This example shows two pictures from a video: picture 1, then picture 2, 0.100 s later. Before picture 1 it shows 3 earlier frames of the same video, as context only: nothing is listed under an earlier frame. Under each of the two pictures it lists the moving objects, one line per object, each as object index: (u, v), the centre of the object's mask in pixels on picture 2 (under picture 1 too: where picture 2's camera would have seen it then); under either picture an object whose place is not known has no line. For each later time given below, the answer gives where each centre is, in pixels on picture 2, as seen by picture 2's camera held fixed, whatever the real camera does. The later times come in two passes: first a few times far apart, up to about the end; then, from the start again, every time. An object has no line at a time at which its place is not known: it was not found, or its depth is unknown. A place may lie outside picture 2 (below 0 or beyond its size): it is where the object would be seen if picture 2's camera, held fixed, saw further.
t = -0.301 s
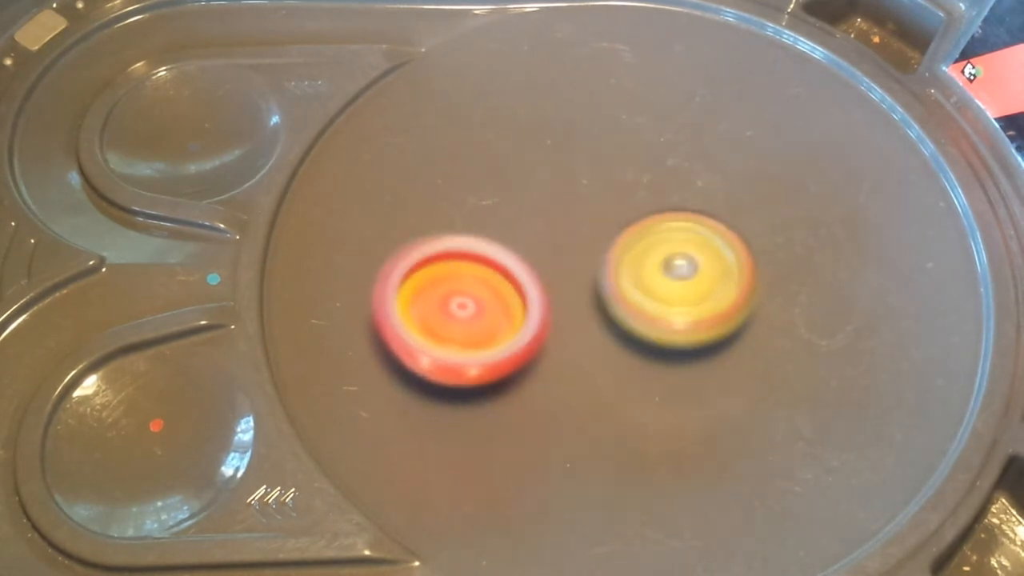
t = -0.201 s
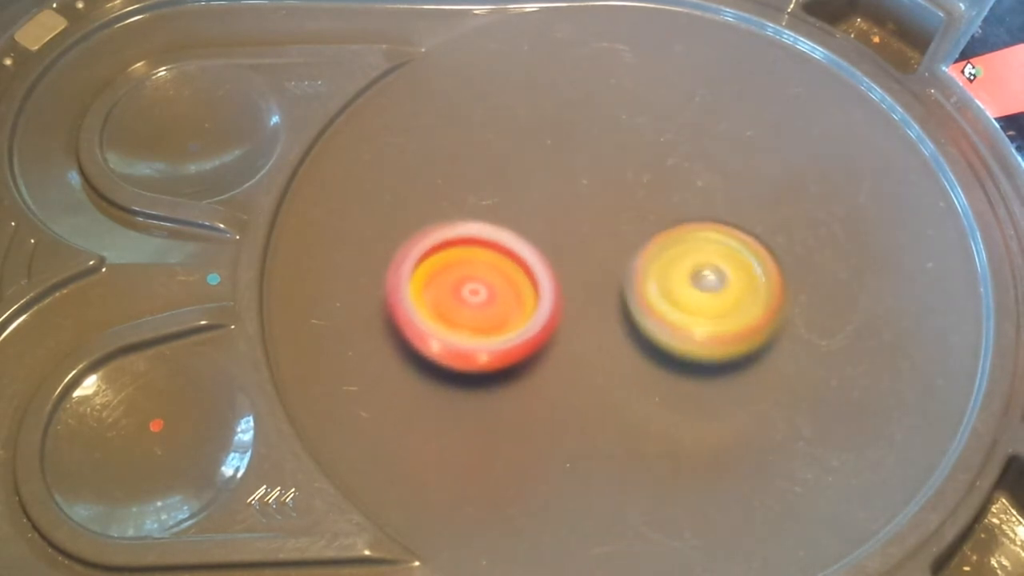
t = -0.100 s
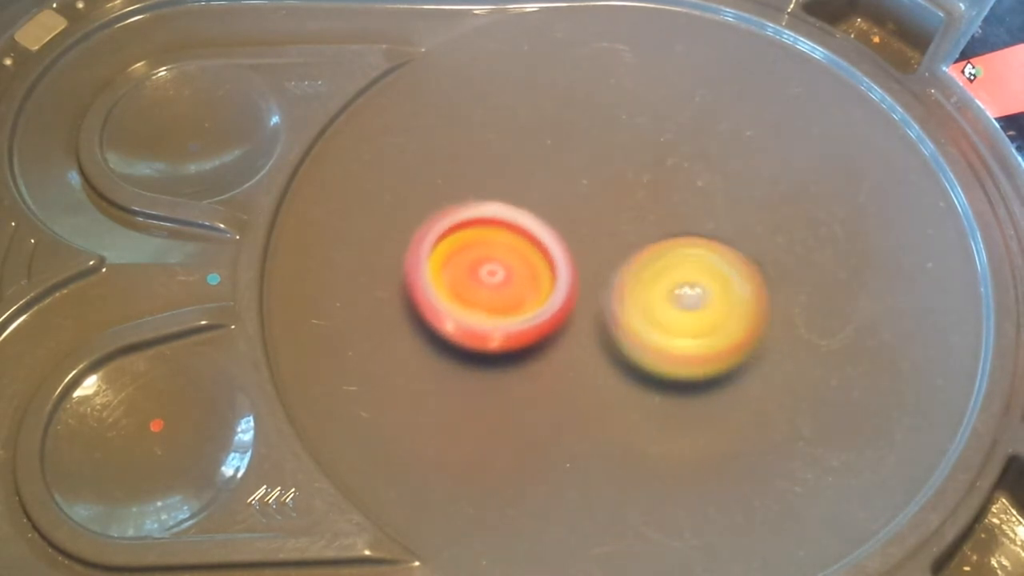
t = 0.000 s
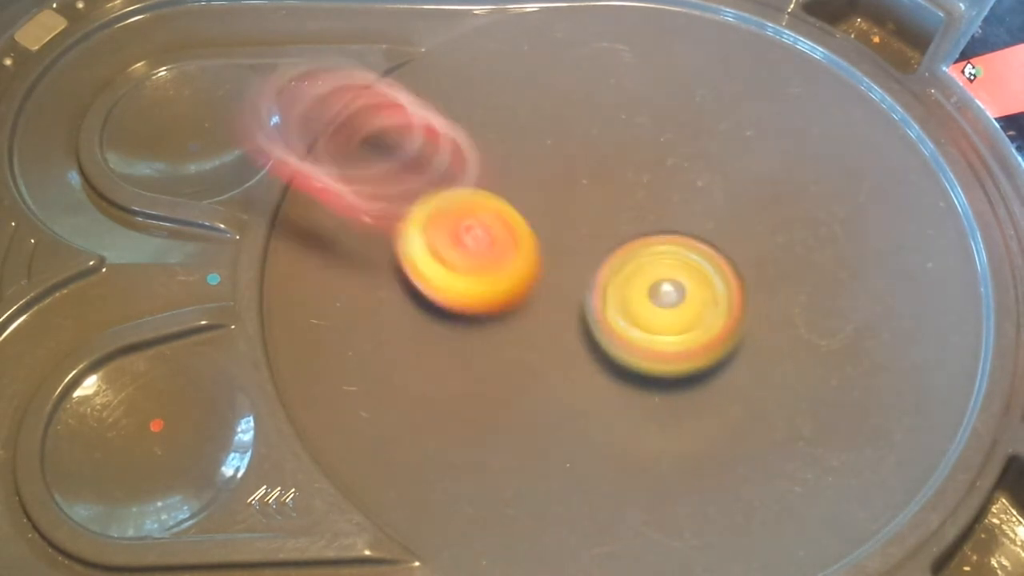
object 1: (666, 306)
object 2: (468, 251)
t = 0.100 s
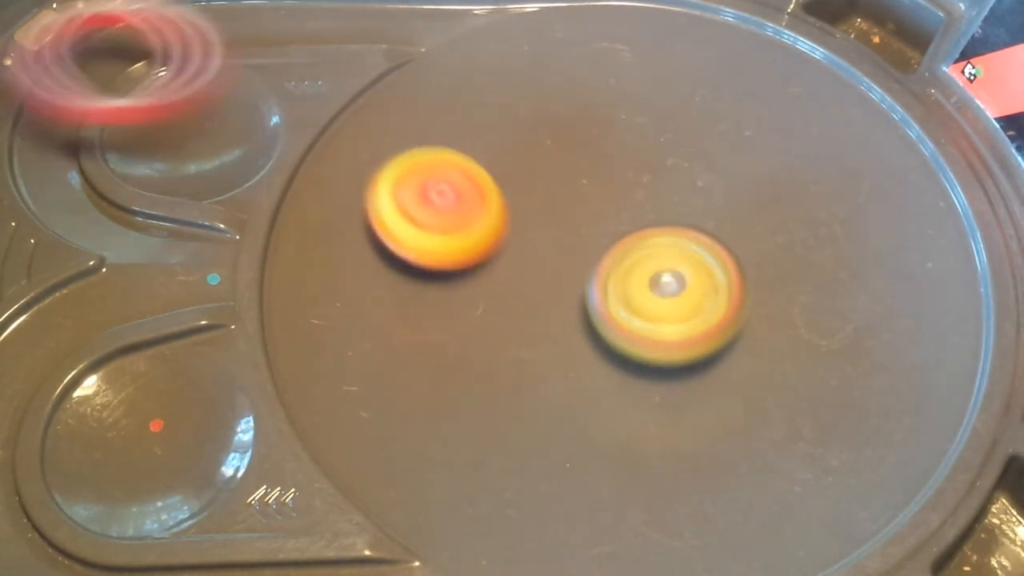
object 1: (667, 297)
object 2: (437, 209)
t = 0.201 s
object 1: (668, 273)
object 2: (414, 184)
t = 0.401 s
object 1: (694, 286)
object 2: (395, 166)
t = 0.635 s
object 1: (625, 323)
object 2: (479, 164)
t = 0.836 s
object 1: (585, 302)
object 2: (573, 146)
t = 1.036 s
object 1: (596, 288)
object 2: (638, 123)
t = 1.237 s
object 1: (607, 286)
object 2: (682, 120)
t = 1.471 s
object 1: (607, 285)
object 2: (723, 153)
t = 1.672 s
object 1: (611, 268)
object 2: (743, 206)
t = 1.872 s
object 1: (600, 240)
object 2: (776, 260)
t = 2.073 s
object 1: (612, 237)
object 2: (783, 313)
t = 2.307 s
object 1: (630, 247)
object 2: (743, 355)
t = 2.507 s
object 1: (633, 249)
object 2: (674, 384)
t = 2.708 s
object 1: (624, 254)
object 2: (587, 397)
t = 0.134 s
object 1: (665, 289)
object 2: (427, 199)
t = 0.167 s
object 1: (666, 281)
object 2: (420, 191)
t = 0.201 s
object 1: (668, 273)
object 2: (414, 184)
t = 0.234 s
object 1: (672, 266)
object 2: (408, 177)
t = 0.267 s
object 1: (676, 261)
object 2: (403, 173)
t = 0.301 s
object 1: (682, 261)
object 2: (398, 170)
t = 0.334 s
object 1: (688, 266)
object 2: (395, 166)
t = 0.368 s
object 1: (691, 274)
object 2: (395, 168)
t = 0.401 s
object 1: (694, 286)
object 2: (395, 166)
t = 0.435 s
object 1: (693, 296)
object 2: (401, 165)
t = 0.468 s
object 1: (687, 303)
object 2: (408, 164)
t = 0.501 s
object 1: (677, 310)
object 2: (417, 165)
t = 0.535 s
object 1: (666, 316)
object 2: (429, 167)
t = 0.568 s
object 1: (653, 320)
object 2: (443, 167)
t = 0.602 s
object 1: (640, 323)
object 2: (461, 166)
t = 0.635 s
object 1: (625, 323)
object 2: (479, 164)
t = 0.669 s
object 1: (612, 322)
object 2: (497, 162)
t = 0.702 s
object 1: (602, 318)
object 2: (514, 161)
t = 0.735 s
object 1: (593, 314)
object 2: (531, 158)
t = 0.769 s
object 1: (589, 310)
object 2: (546, 155)
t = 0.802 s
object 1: (585, 306)
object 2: (561, 151)
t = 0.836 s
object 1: (585, 302)
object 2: (573, 146)
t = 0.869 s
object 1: (585, 299)
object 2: (586, 141)
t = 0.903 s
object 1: (587, 296)
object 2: (599, 137)
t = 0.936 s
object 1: (589, 294)
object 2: (610, 133)
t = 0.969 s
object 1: (592, 291)
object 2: (620, 130)
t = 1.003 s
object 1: (594, 290)
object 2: (629, 127)
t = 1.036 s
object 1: (596, 288)
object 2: (638, 123)
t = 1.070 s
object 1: (599, 288)
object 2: (647, 121)
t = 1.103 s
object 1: (601, 287)
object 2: (655, 119)
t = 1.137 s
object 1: (603, 286)
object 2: (663, 118)
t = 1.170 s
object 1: (605, 286)
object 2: (669, 118)
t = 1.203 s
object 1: (606, 286)
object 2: (676, 118)
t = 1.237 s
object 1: (607, 286)
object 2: (682, 120)
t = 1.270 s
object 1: (608, 286)
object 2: (686, 123)
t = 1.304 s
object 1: (609, 286)
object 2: (692, 127)
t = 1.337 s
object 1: (610, 285)
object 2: (699, 129)
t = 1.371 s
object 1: (611, 285)
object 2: (704, 132)
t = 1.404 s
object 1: (610, 285)
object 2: (709, 139)
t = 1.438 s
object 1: (609, 285)
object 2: (716, 145)
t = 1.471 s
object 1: (607, 285)
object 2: (723, 153)
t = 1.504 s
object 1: (605, 283)
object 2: (726, 160)
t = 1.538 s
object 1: (603, 281)
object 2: (730, 169)
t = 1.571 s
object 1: (601, 278)
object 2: (733, 178)
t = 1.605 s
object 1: (600, 275)
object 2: (736, 187)
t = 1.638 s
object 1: (605, 272)
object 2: (739, 197)
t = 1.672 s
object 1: (611, 268)
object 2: (743, 206)
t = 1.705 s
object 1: (609, 261)
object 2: (749, 214)
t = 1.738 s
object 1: (604, 259)
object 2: (757, 221)
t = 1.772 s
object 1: (600, 255)
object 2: (765, 231)
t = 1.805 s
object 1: (598, 249)
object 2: (770, 241)
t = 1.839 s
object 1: (598, 243)
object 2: (773, 250)
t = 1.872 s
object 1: (600, 240)
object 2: (776, 260)
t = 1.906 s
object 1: (601, 239)
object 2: (778, 269)
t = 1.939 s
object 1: (601, 239)
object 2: (780, 278)
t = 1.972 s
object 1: (602, 237)
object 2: (782, 287)
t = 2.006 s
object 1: (606, 236)
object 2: (783, 296)
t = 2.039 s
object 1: (609, 236)
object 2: (784, 305)
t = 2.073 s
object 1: (612, 237)
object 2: (783, 313)
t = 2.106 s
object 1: (615, 238)
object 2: (781, 319)
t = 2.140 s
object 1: (618, 240)
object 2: (778, 326)
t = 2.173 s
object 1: (619, 241)
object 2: (773, 332)
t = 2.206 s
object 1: (621, 243)
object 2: (767, 338)
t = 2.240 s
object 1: (624, 244)
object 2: (760, 344)
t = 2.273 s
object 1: (627, 245)
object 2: (752, 349)
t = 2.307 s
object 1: (630, 247)
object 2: (743, 355)
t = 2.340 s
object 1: (633, 249)
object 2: (733, 360)
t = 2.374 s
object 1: (634, 251)
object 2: (723, 366)
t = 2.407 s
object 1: (635, 251)
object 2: (713, 372)
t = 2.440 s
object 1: (635, 249)
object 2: (701, 377)
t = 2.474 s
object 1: (634, 249)
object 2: (688, 381)
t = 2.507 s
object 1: (633, 249)
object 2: (674, 384)
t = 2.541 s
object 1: (631, 249)
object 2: (659, 387)
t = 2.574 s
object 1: (630, 250)
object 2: (644, 390)
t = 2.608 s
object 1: (629, 250)
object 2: (630, 392)
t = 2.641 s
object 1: (627, 251)
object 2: (615, 394)
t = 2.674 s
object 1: (625, 252)
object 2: (601, 396)
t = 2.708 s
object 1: (624, 254)
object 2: (587, 397)
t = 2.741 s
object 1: (622, 256)
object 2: (573, 397)
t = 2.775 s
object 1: (620, 258)
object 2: (560, 396)
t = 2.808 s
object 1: (617, 260)
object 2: (548, 395)
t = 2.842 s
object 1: (616, 262)
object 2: (537, 394)
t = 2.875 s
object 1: (613, 265)
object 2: (526, 392)
